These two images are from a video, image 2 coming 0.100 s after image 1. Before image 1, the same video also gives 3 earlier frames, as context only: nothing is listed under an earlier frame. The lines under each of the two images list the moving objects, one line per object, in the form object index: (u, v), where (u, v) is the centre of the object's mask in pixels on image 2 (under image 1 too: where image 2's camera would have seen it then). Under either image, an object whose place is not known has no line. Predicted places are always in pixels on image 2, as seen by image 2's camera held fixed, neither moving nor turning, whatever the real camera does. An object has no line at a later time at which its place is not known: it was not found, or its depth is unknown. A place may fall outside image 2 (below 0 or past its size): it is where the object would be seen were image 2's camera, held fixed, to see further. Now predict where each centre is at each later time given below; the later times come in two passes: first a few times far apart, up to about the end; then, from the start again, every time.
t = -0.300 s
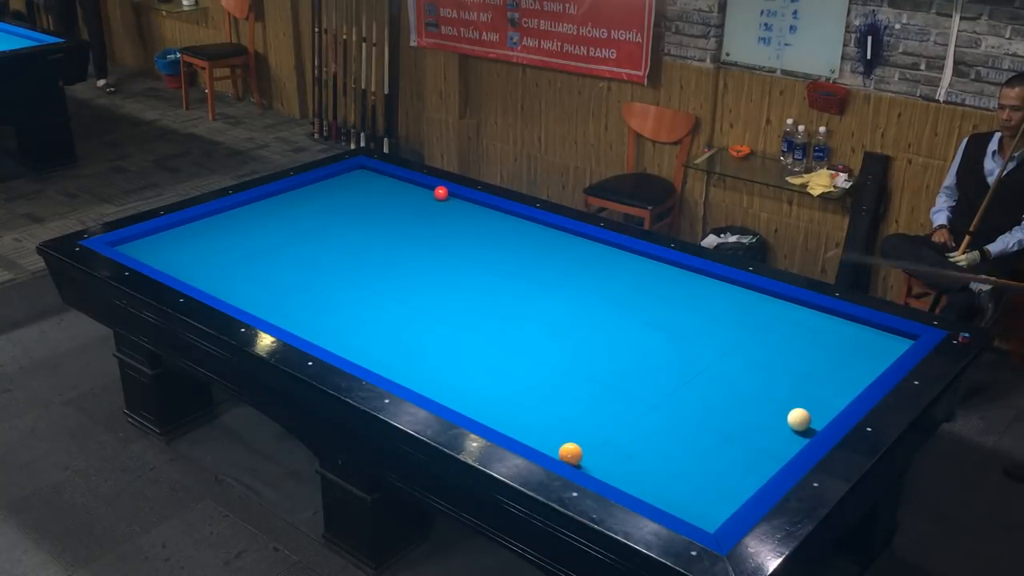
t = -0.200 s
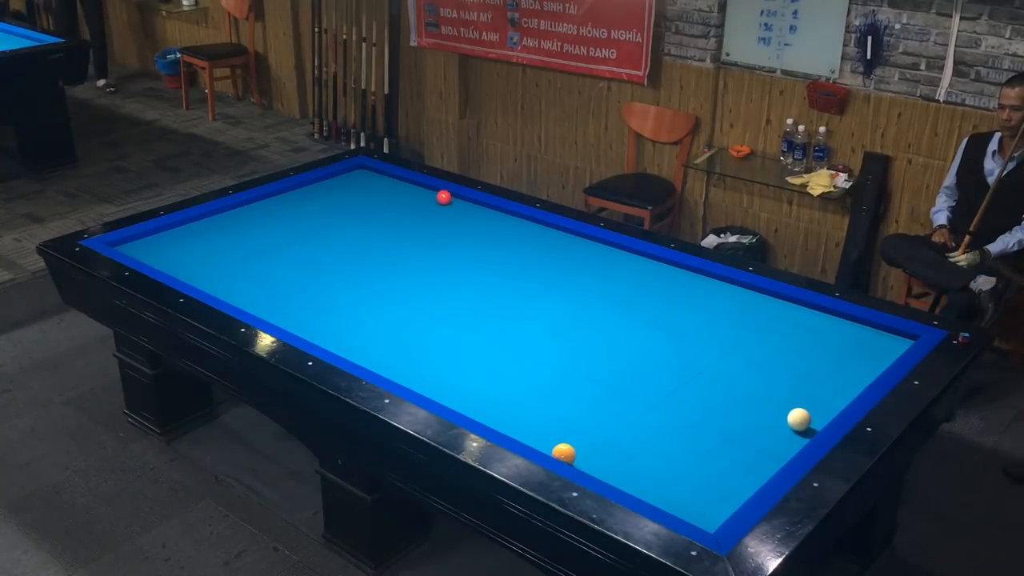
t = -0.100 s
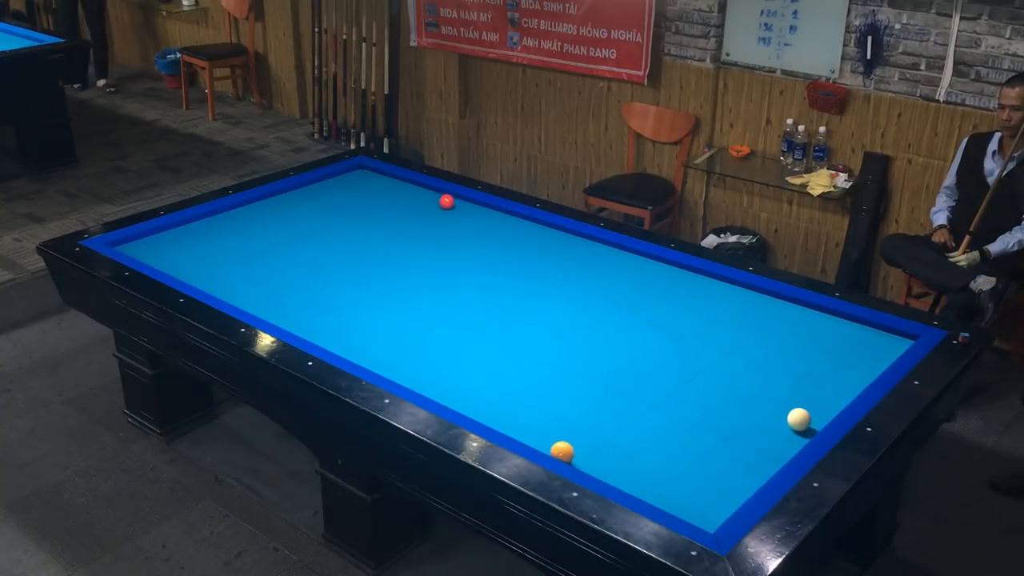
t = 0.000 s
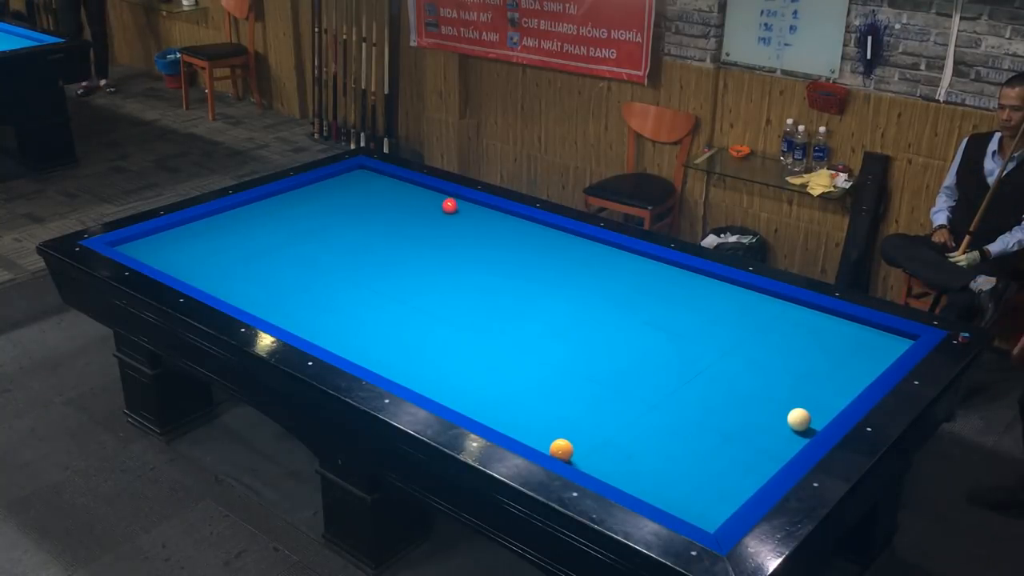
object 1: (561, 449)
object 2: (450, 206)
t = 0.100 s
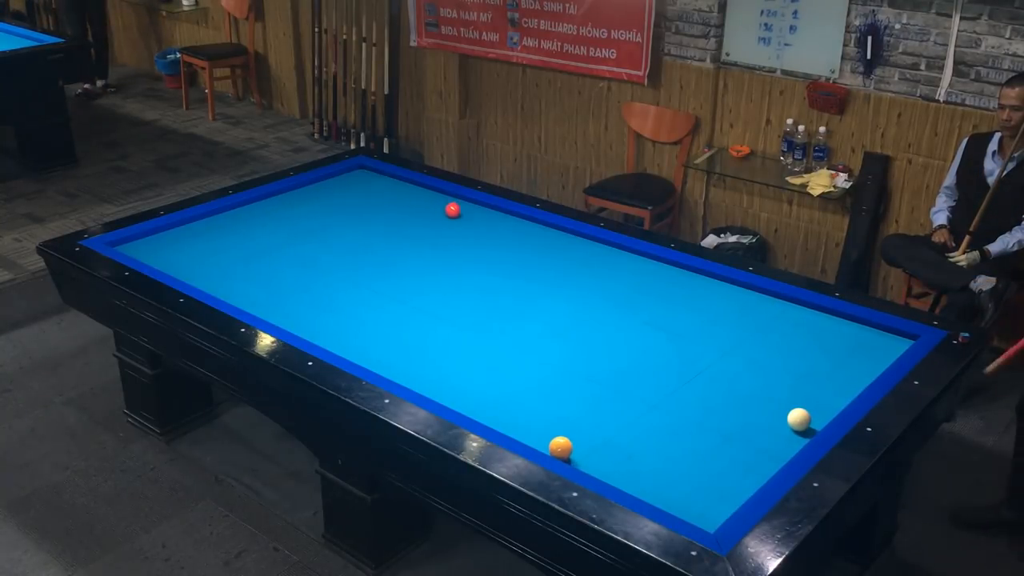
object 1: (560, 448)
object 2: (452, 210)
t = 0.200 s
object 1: (560, 446)
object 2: (455, 215)
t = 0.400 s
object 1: (559, 441)
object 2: (462, 224)
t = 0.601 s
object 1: (558, 437)
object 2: (468, 233)
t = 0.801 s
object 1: (557, 434)
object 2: (475, 242)
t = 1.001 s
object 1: (556, 430)
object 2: (482, 251)
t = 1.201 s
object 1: (556, 428)
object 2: (488, 260)
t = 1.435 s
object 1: (556, 425)
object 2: (497, 272)
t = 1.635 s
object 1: (555, 423)
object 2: (504, 282)
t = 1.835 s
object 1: (555, 421)
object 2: (511, 292)
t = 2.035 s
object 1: (555, 420)
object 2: (519, 302)
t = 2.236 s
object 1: (555, 419)
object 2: (526, 312)
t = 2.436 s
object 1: (555, 418)
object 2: (534, 322)
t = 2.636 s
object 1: (555, 417)
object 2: (541, 332)
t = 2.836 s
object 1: (555, 417)
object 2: (548, 343)
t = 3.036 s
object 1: (555, 417)
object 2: (556, 354)
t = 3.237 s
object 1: (555, 417)
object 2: (564, 364)
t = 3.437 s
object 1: (555, 417)
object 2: (572, 375)
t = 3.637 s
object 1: (555, 417)
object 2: (580, 385)
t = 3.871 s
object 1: (555, 417)
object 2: (589, 398)
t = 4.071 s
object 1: (555, 417)
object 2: (597, 409)
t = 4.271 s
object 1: (555, 417)
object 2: (605, 420)
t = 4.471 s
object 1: (555, 417)
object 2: (613, 430)
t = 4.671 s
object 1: (555, 417)
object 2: (621, 441)
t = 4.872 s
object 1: (555, 417)
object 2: (628, 450)
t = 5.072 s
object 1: (555, 417)
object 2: (636, 458)
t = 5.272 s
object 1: (555, 417)
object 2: (644, 468)
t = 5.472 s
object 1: (555, 417)
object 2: (651, 478)
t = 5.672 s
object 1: (555, 417)
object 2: (659, 487)
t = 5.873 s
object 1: (555, 417)
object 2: (667, 496)
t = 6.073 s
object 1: (555, 417)
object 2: (675, 503)
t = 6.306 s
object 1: (555, 417)
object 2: (684, 510)
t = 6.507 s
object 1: (555, 417)
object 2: (694, 513)
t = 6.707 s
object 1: (555, 417)
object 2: (702, 516)
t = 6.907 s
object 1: (555, 417)
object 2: (710, 517)
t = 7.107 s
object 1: (555, 417)
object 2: (713, 517)
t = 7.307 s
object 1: (555, 417)
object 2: (711, 516)
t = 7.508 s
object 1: (555, 417)
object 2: (710, 515)
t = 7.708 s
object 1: (555, 417)
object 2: (709, 514)
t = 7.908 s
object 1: (555, 417)
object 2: (709, 514)
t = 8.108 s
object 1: (555, 417)
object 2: (709, 513)
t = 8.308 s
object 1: (555, 417)
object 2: (709, 513)
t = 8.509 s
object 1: (555, 417)
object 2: (709, 513)
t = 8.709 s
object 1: (555, 417)
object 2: (709, 513)
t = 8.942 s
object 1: (555, 417)
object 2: (709, 513)
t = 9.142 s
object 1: (555, 417)
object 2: (709, 513)
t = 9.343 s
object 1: (555, 417)
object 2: (709, 513)
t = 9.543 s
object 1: (555, 417)
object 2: (709, 513)
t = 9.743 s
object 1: (555, 417)
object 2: (709, 513)
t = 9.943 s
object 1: (555, 417)
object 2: (709, 513)
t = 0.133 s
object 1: (560, 447)
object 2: (453, 212)
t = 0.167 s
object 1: (560, 446)
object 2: (454, 213)
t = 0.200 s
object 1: (560, 446)
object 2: (455, 215)
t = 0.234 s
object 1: (559, 445)
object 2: (456, 216)
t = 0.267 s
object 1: (559, 445)
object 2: (457, 218)
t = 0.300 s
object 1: (559, 444)
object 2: (458, 219)
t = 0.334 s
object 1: (559, 443)
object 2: (459, 221)
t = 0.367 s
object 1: (559, 443)
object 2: (460, 222)
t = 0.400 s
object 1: (559, 441)
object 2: (462, 224)
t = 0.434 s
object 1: (558, 441)
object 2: (463, 225)
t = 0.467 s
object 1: (558, 440)
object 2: (464, 227)
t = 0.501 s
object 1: (558, 439)
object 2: (465, 228)
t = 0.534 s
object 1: (558, 439)
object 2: (466, 230)
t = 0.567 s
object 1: (558, 438)
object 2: (467, 231)
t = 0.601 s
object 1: (558, 437)
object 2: (468, 233)
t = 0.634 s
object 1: (558, 437)
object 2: (469, 234)
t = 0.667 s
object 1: (557, 436)
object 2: (470, 236)
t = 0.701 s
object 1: (557, 435)
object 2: (471, 237)
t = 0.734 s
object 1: (557, 435)
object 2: (473, 239)
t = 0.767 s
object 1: (557, 434)
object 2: (474, 240)
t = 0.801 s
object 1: (557, 434)
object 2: (475, 242)
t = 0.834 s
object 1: (557, 433)
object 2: (476, 243)
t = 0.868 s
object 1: (557, 433)
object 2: (477, 245)
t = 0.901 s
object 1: (557, 432)
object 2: (478, 247)
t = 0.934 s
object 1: (557, 431)
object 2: (479, 248)
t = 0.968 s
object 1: (557, 431)
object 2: (480, 250)
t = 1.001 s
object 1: (556, 430)
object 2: (482, 251)
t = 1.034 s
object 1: (557, 430)
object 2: (483, 253)
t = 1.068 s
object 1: (556, 429)
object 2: (484, 254)
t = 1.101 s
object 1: (556, 429)
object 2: (485, 256)
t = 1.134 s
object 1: (556, 429)
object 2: (486, 257)
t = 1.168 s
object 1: (556, 428)
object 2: (487, 259)
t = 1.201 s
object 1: (556, 428)
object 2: (488, 260)
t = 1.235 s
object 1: (556, 427)
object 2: (490, 262)
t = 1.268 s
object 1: (556, 427)
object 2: (491, 264)
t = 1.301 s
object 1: (556, 426)
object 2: (492, 265)
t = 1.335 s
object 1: (556, 426)
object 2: (493, 267)
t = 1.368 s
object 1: (556, 425)
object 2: (494, 269)
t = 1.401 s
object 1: (556, 425)
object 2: (496, 270)
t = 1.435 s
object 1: (556, 425)
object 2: (497, 272)
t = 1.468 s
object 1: (556, 425)
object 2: (498, 273)
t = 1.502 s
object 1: (555, 424)
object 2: (499, 275)
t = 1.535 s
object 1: (555, 424)
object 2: (500, 277)
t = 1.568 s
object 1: (555, 424)
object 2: (502, 278)
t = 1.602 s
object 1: (555, 423)
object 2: (503, 280)
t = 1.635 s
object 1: (555, 423)
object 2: (504, 282)
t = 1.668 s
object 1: (555, 422)
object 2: (505, 283)
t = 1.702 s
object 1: (555, 422)
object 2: (506, 285)
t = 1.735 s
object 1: (555, 422)
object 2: (508, 287)
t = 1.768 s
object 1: (555, 422)
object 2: (509, 289)
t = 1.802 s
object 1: (555, 421)
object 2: (510, 290)
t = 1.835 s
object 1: (555, 421)
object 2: (511, 292)
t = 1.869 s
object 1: (555, 421)
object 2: (512, 294)
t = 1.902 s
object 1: (555, 421)
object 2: (514, 295)
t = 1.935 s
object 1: (555, 420)
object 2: (515, 297)
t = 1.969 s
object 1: (555, 420)
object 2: (516, 298)
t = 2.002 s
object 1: (555, 420)
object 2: (517, 300)
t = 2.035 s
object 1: (555, 420)
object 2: (519, 302)
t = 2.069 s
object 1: (555, 419)
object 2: (520, 303)
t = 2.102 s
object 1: (555, 419)
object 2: (521, 305)
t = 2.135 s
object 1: (555, 419)
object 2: (522, 307)
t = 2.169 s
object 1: (555, 419)
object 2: (523, 308)
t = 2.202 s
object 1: (555, 419)
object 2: (525, 310)
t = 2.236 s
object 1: (555, 419)
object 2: (526, 312)
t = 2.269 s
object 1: (555, 419)
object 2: (527, 313)
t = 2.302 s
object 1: (555, 418)
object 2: (528, 315)
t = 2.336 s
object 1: (555, 418)
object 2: (530, 317)
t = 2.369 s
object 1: (555, 418)
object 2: (531, 319)
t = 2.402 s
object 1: (555, 418)
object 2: (532, 320)
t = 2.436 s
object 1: (555, 418)
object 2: (534, 322)
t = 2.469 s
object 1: (555, 418)
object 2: (535, 324)
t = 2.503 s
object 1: (555, 418)
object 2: (536, 326)
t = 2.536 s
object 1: (555, 418)
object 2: (537, 327)
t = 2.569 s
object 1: (555, 417)
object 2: (538, 329)
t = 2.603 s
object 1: (555, 417)
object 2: (540, 331)
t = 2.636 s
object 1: (555, 417)
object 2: (541, 332)
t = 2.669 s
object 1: (555, 417)
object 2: (542, 334)
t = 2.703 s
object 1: (555, 417)
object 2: (543, 336)
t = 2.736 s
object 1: (555, 417)
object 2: (545, 338)
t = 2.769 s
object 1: (555, 417)
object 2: (546, 340)
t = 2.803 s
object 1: (555, 417)
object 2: (547, 341)
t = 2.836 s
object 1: (555, 417)
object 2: (548, 343)
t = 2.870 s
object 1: (555, 417)
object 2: (550, 345)
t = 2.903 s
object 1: (555, 417)
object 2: (551, 347)
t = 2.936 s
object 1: (555, 417)
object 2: (552, 348)
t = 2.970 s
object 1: (555, 417)
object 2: (553, 350)
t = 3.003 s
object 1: (555, 417)
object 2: (555, 352)
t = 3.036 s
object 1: (555, 417)
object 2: (556, 354)
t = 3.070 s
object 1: (555, 417)
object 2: (557, 355)
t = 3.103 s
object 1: (555, 417)
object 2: (559, 357)
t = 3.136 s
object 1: (555, 417)
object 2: (560, 359)
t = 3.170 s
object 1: (555, 417)
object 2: (561, 361)
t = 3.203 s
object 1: (555, 417)
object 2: (562, 362)
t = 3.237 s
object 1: (555, 417)
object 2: (564, 364)
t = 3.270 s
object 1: (555, 417)
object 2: (565, 366)
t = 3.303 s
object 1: (555, 417)
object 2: (566, 368)
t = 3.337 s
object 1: (555, 417)
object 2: (568, 370)
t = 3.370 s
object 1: (555, 417)
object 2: (569, 371)
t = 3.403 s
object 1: (555, 417)
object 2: (570, 373)
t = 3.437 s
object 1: (555, 417)
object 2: (572, 375)
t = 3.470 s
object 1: (555, 417)
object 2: (573, 377)
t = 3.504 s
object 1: (555, 417)
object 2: (574, 379)
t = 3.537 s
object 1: (555, 417)
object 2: (576, 380)
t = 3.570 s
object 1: (555, 417)
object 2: (577, 382)
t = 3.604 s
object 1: (555, 417)
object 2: (578, 384)
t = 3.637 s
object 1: (555, 417)
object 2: (580, 385)
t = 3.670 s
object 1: (555, 417)
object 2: (581, 388)
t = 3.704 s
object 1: (555, 417)
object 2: (582, 390)
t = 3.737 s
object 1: (555, 417)
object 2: (584, 391)
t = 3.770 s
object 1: (555, 417)
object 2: (585, 393)
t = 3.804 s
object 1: (555, 417)
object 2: (587, 395)
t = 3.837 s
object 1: (555, 417)
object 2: (588, 397)
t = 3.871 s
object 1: (555, 417)
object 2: (589, 398)
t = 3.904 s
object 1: (555, 417)
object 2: (590, 400)
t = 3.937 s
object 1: (555, 417)
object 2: (592, 402)
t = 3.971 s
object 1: (555, 417)
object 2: (593, 403)
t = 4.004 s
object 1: (555, 417)
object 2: (594, 405)
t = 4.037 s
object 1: (555, 417)
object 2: (595, 407)
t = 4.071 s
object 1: (555, 417)
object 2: (597, 409)
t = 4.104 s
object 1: (555, 417)
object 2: (598, 410)
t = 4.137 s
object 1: (555, 417)
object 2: (599, 413)
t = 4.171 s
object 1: (555, 417)
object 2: (601, 414)
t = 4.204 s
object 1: (555, 417)
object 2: (602, 416)
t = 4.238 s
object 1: (555, 417)
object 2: (603, 417)
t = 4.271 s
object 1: (555, 417)
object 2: (605, 420)
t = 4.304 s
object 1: (555, 417)
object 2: (606, 422)
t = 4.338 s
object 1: (555, 417)
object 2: (607, 424)
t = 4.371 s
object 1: (555, 417)
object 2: (609, 425)
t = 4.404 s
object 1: (555, 417)
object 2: (610, 426)
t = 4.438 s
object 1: (555, 417)
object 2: (611, 428)
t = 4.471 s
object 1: (555, 417)
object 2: (613, 430)
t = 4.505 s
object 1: (555, 417)
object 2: (614, 432)
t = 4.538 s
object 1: (555, 417)
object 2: (615, 434)
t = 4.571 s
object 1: (555, 417)
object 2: (616, 436)
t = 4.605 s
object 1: (555, 417)
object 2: (618, 437)
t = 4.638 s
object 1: (555, 417)
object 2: (619, 439)
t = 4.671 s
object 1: (555, 417)
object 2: (621, 441)
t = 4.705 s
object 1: (555, 417)
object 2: (622, 443)
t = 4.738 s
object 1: (555, 417)
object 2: (623, 444)
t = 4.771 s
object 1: (555, 417)
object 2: (624, 446)
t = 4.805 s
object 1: (555, 417)
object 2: (626, 448)
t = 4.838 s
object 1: (555, 417)
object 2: (627, 449)
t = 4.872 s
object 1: (555, 417)
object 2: (628, 450)
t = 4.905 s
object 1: (555, 417)
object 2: (629, 452)
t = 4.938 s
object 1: (555, 417)
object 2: (631, 454)
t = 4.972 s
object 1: (555, 417)
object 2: (632, 455)
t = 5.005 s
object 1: (555, 417)
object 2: (633, 455)
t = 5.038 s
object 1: (555, 417)
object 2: (634, 457)
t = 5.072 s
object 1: (555, 417)
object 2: (636, 458)
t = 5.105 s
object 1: (555, 417)
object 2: (637, 461)
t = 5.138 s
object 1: (555, 417)
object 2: (638, 462)
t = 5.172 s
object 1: (555, 417)
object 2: (640, 463)
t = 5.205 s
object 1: (555, 417)
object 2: (641, 465)
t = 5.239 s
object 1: (555, 417)
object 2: (642, 466)
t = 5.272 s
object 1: (555, 417)
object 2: (644, 468)
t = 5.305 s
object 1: (555, 417)
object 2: (645, 470)
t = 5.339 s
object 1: (555, 417)
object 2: (646, 472)
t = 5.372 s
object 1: (555, 417)
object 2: (648, 473)
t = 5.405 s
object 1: (555, 417)
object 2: (649, 475)
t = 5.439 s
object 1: (555, 417)
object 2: (650, 476)
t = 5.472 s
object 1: (555, 417)
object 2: (651, 478)
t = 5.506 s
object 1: (555, 417)
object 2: (653, 479)
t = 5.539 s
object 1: (555, 417)
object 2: (654, 481)
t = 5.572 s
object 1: (555, 417)
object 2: (655, 483)
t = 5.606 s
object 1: (555, 417)
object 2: (657, 484)
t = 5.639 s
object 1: (555, 417)
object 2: (658, 486)
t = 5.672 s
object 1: (555, 417)
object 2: (659, 487)
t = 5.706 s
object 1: (555, 417)
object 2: (660, 489)
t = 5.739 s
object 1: (555, 417)
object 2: (662, 490)
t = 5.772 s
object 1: (555, 417)
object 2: (663, 492)
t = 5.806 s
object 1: (555, 417)
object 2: (664, 493)
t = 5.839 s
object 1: (555, 417)
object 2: (666, 495)
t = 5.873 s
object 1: (555, 417)
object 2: (667, 496)
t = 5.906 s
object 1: (555, 417)
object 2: (668, 497)
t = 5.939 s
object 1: (555, 417)
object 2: (670, 499)
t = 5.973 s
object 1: (555, 417)
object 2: (671, 500)
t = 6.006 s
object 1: (555, 417)
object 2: (672, 501)
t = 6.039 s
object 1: (555, 417)
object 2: (673, 502)
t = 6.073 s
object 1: (555, 417)
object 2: (675, 503)
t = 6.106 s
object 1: (555, 417)
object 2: (676, 505)
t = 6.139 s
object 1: (555, 417)
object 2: (677, 506)
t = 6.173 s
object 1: (555, 417)
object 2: (678, 507)
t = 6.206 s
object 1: (555, 417)
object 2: (680, 508)
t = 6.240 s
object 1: (555, 417)
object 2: (681, 509)
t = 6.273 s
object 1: (555, 417)
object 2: (683, 510)
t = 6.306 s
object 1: (555, 417)
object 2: (684, 510)
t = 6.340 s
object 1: (555, 417)
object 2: (686, 511)
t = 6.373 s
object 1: (555, 417)
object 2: (688, 511)
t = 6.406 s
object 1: (555, 417)
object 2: (689, 512)
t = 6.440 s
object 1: (555, 417)
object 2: (691, 512)
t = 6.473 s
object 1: (555, 417)
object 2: (692, 512)
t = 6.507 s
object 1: (555, 417)
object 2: (694, 513)
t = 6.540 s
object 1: (555, 417)
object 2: (695, 514)
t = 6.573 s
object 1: (555, 417)
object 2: (697, 514)
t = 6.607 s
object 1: (555, 417)
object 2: (698, 514)
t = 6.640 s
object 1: (555, 417)
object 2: (700, 515)
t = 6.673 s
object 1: (555, 417)
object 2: (701, 515)
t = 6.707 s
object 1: (555, 417)
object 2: (702, 516)
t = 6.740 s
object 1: (555, 417)
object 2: (704, 516)
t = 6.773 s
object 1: (555, 417)
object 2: (705, 516)
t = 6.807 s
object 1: (555, 417)
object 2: (706, 517)
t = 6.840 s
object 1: (555, 417)
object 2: (707, 517)
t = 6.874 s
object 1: (555, 417)
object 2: (709, 517)
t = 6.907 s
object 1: (555, 417)
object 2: (710, 517)
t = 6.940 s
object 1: (555, 417)
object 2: (711, 517)
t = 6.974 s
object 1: (555, 417)
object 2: (712, 517)
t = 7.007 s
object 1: (555, 417)
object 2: (713, 517)
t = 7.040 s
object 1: (555, 417)
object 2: (713, 517)
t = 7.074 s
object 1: (555, 417)
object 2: (713, 517)
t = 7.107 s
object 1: (555, 417)
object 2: (713, 517)
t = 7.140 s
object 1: (555, 417)
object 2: (712, 516)
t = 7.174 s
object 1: (555, 417)
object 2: (712, 516)
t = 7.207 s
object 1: (555, 417)
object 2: (712, 516)
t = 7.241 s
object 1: (555, 417)
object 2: (712, 516)
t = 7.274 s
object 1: (555, 417)
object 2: (712, 516)
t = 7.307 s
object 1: (555, 417)
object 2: (711, 516)
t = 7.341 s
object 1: (555, 417)
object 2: (711, 515)
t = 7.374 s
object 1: (555, 417)
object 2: (711, 515)
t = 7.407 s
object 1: (555, 417)
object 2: (710, 515)
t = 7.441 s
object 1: (555, 417)
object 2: (710, 515)
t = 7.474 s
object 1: (555, 417)
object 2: (710, 515)
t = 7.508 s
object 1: (555, 417)
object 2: (710, 515)
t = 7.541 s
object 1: (555, 417)
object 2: (710, 514)
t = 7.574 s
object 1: (555, 417)
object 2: (710, 514)
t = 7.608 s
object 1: (555, 417)
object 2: (709, 514)
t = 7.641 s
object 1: (555, 417)
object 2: (709, 514)
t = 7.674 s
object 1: (555, 417)
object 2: (709, 514)
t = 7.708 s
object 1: (555, 417)
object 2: (709, 514)
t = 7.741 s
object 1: (555, 417)
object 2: (709, 514)
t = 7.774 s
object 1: (555, 417)
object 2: (709, 514)
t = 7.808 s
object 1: (555, 417)
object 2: (709, 514)
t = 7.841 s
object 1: (555, 417)
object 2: (709, 514)
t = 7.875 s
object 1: (555, 417)
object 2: (709, 514)
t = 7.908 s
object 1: (555, 417)
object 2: (709, 514)
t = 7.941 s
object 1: (555, 417)
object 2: (709, 514)
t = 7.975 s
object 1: (555, 417)
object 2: (709, 513)
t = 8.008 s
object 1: (555, 417)
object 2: (709, 513)
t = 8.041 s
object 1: (555, 417)
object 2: (709, 513)
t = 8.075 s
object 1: (555, 417)
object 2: (709, 513)
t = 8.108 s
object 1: (555, 417)
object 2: (709, 513)
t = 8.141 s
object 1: (555, 417)
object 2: (709, 513)
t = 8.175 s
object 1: (555, 417)
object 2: (709, 513)
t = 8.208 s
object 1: (555, 417)
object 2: (709, 513)
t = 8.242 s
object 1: (555, 417)
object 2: (709, 513)
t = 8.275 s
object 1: (555, 417)
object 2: (709, 513)
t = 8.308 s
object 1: (555, 417)
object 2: (709, 513)
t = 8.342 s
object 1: (555, 417)
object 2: (709, 513)
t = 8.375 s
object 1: (555, 417)
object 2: (709, 513)
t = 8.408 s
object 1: (555, 417)
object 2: (709, 513)
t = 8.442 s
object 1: (555, 417)
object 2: (709, 513)
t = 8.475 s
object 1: (555, 417)
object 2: (709, 513)
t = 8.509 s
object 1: (555, 417)
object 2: (709, 513)
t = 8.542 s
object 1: (555, 417)
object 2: (709, 513)
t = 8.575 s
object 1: (555, 417)
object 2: (709, 513)
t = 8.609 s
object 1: (555, 417)
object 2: (709, 513)
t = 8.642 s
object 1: (555, 417)
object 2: (709, 513)
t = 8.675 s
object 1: (555, 417)
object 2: (709, 513)
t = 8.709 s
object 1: (555, 417)
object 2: (709, 513)
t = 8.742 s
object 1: (555, 417)
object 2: (709, 513)
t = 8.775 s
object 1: (555, 417)
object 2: (709, 513)
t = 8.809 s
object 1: (555, 417)
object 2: (709, 513)
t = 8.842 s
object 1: (555, 417)
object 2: (709, 513)
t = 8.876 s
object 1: (555, 417)
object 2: (709, 513)
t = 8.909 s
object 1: (555, 417)
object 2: (709, 513)
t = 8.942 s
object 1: (555, 417)
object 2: (709, 513)
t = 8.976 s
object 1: (555, 417)
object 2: (709, 513)
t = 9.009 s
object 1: (555, 417)
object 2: (709, 513)
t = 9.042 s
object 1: (555, 417)
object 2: (709, 513)
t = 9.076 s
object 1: (555, 417)
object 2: (709, 513)
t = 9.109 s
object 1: (555, 417)
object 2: (709, 513)
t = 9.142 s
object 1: (555, 417)
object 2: (709, 513)
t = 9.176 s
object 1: (555, 417)
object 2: (709, 513)
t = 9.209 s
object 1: (555, 417)
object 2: (709, 513)
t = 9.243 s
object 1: (555, 417)
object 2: (709, 513)
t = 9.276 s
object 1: (555, 417)
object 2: (709, 513)
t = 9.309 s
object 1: (555, 417)
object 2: (709, 513)
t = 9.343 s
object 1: (555, 417)
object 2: (709, 513)
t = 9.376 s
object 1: (555, 417)
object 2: (709, 513)
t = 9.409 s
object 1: (555, 417)
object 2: (709, 513)
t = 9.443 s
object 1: (555, 417)
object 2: (709, 513)
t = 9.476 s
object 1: (555, 417)
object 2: (709, 513)
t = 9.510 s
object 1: (555, 417)
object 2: (709, 513)
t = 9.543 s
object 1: (555, 417)
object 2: (709, 513)
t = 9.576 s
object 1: (555, 417)
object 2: (709, 513)
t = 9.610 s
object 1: (555, 417)
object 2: (709, 513)
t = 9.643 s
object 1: (555, 417)
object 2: (709, 513)
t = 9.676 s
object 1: (555, 417)
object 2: (709, 513)
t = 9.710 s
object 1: (555, 417)
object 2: (709, 513)
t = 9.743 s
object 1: (555, 417)
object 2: (709, 513)
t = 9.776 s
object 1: (555, 417)
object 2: (709, 513)
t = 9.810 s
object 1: (555, 417)
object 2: (709, 513)
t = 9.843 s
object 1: (555, 417)
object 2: (709, 513)
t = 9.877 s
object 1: (555, 417)
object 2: (709, 513)
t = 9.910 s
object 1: (555, 417)
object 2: (709, 513)
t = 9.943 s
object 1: (555, 417)
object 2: (709, 513)
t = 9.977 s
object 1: (555, 417)
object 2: (709, 513)
